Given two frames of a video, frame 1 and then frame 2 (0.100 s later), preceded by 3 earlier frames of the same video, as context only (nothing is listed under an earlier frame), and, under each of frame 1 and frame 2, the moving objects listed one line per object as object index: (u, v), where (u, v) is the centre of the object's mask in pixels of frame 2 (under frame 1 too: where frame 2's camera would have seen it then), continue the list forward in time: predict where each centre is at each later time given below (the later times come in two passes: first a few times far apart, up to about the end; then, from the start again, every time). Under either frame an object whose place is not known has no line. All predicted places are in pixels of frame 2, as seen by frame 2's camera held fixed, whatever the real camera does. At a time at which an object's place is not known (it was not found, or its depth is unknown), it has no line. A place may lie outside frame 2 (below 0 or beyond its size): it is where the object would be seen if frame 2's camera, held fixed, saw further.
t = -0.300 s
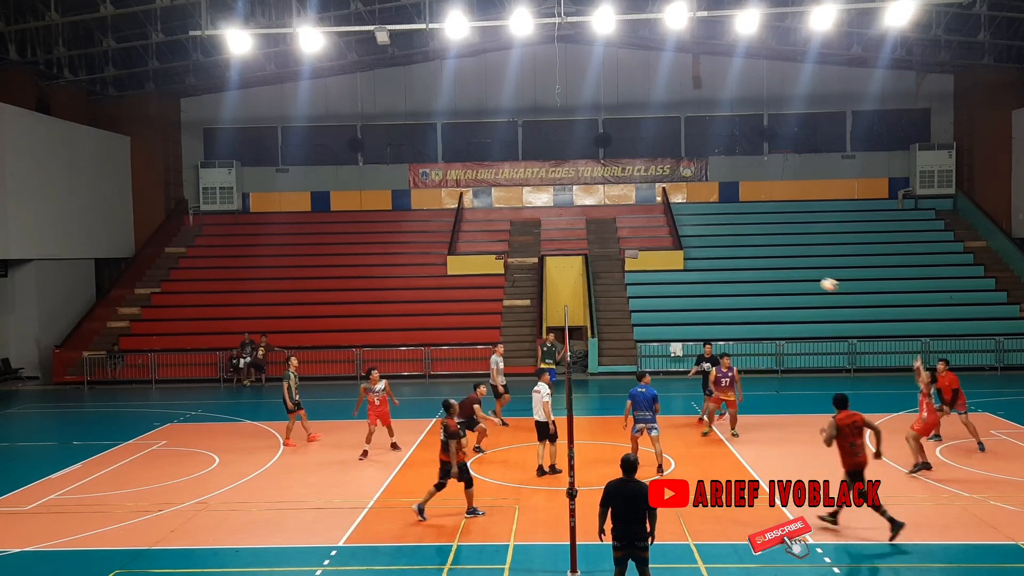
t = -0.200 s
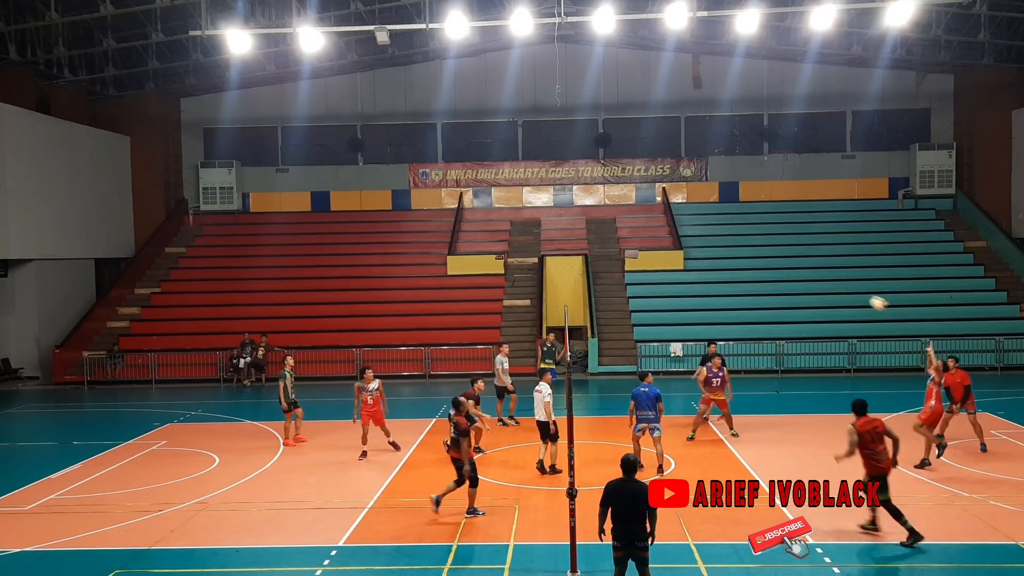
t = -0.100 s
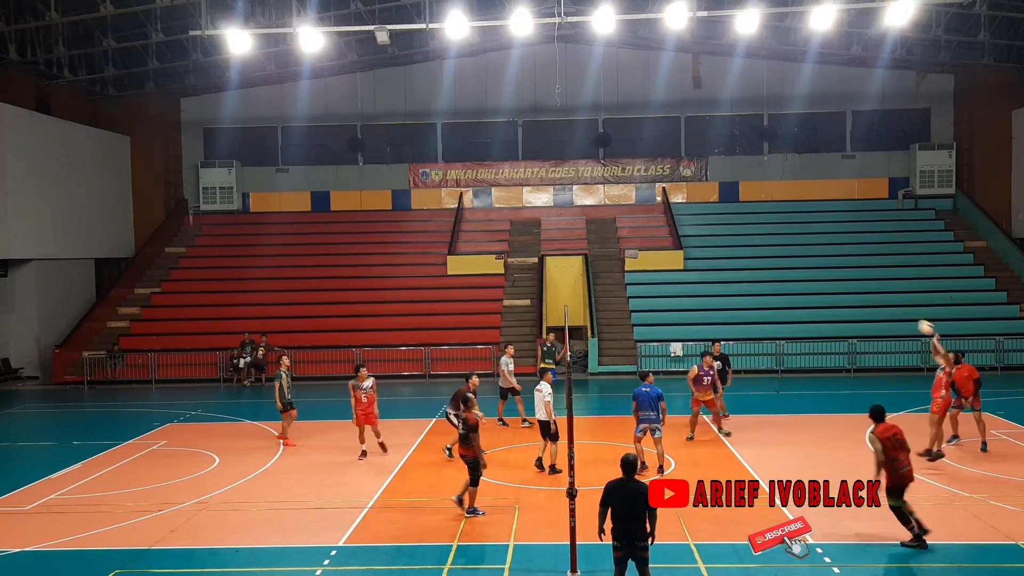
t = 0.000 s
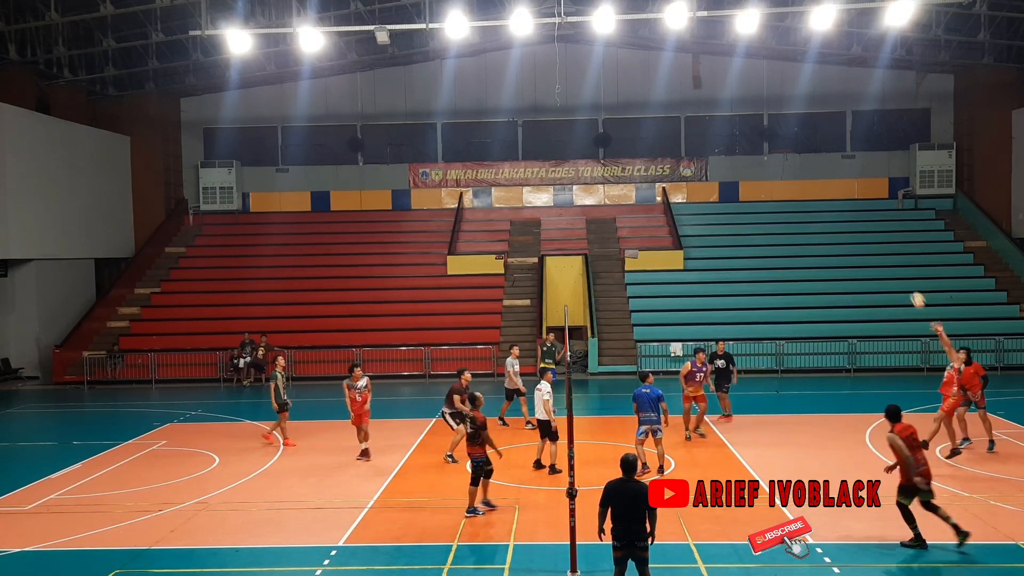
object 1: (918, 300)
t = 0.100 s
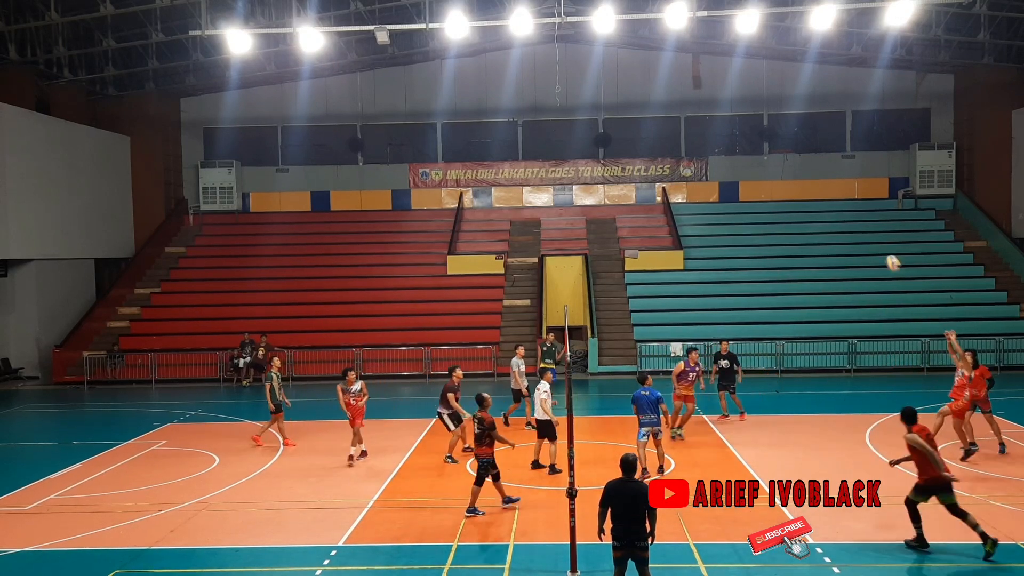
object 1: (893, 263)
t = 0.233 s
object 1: (861, 225)
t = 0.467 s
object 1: (809, 185)
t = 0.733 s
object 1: (754, 179)
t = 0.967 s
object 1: (711, 205)
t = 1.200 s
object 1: (671, 256)
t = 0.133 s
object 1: (885, 252)
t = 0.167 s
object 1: (877, 242)
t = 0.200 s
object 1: (868, 233)
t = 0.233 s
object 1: (861, 225)
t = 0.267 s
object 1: (853, 217)
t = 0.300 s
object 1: (846, 210)
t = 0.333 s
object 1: (838, 204)
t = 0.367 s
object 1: (831, 198)
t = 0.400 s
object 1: (823, 193)
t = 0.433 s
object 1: (816, 189)
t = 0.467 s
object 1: (809, 185)
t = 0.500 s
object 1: (802, 183)
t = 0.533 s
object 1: (795, 180)
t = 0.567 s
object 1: (788, 179)
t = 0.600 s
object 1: (781, 178)
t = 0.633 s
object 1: (774, 177)
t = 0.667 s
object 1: (768, 177)
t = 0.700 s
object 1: (761, 178)
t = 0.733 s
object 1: (754, 179)
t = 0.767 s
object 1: (748, 181)
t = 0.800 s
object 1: (742, 184)
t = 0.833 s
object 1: (736, 187)
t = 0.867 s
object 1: (729, 191)
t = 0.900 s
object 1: (723, 195)
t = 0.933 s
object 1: (717, 200)
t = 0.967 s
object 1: (711, 205)
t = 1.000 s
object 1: (706, 211)
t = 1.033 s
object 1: (700, 217)
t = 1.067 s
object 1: (694, 224)
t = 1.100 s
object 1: (688, 232)
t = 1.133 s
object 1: (682, 240)
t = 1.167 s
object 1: (677, 247)
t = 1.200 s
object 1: (671, 256)
